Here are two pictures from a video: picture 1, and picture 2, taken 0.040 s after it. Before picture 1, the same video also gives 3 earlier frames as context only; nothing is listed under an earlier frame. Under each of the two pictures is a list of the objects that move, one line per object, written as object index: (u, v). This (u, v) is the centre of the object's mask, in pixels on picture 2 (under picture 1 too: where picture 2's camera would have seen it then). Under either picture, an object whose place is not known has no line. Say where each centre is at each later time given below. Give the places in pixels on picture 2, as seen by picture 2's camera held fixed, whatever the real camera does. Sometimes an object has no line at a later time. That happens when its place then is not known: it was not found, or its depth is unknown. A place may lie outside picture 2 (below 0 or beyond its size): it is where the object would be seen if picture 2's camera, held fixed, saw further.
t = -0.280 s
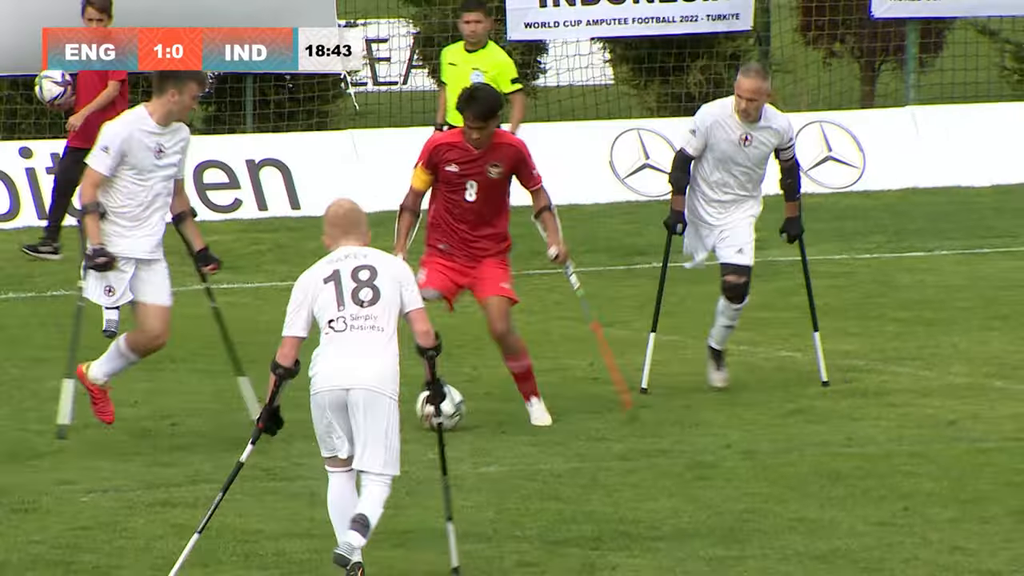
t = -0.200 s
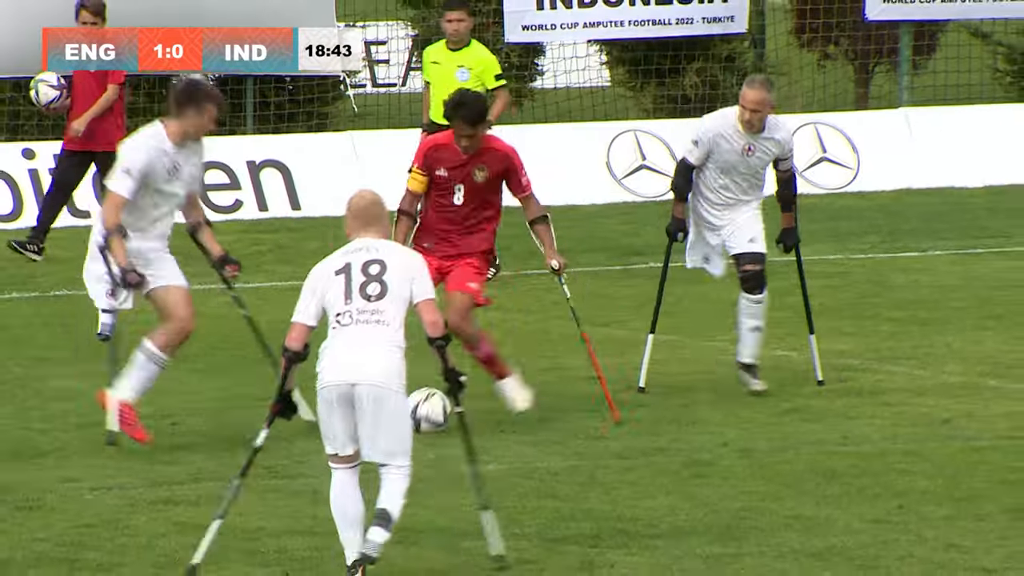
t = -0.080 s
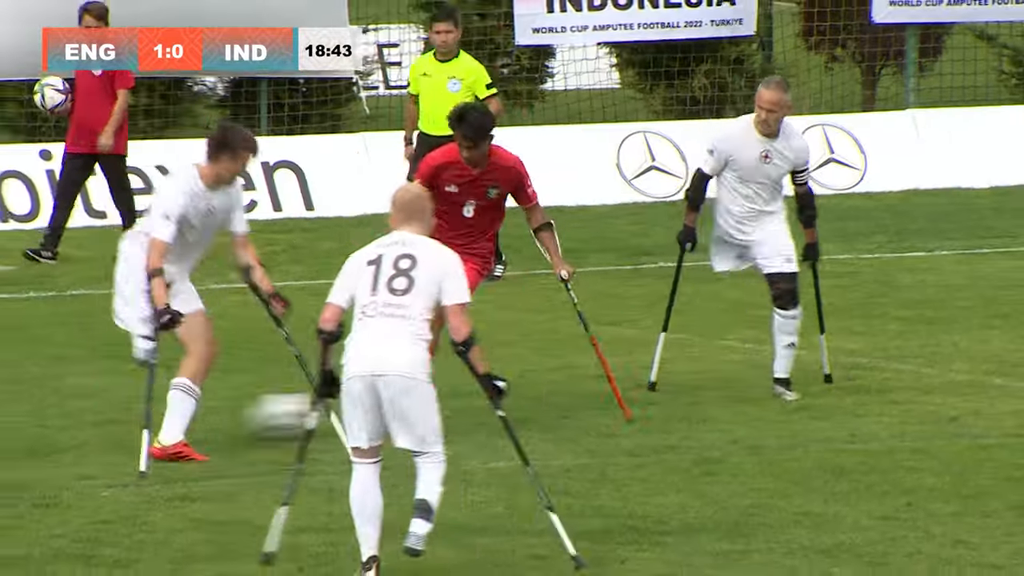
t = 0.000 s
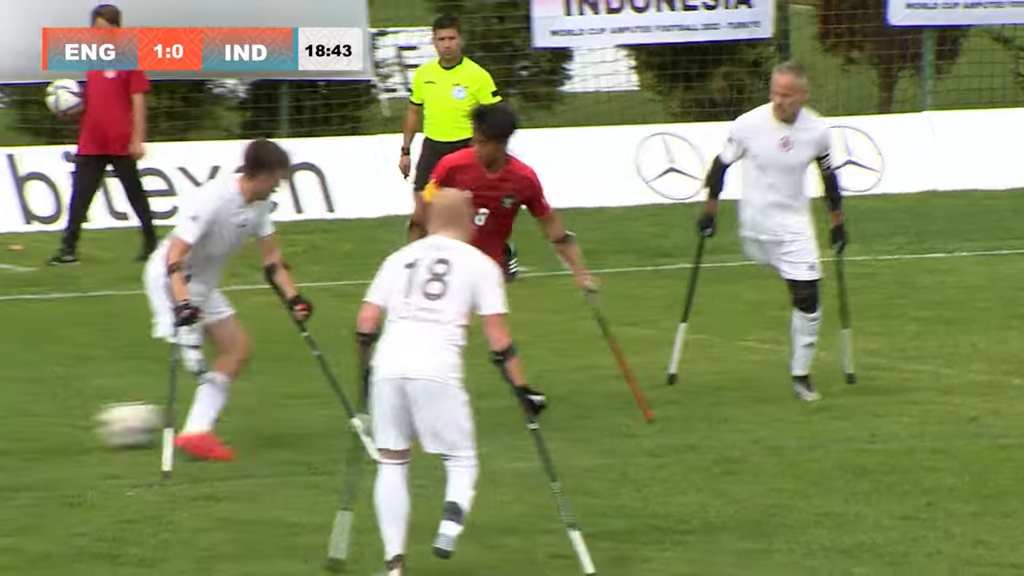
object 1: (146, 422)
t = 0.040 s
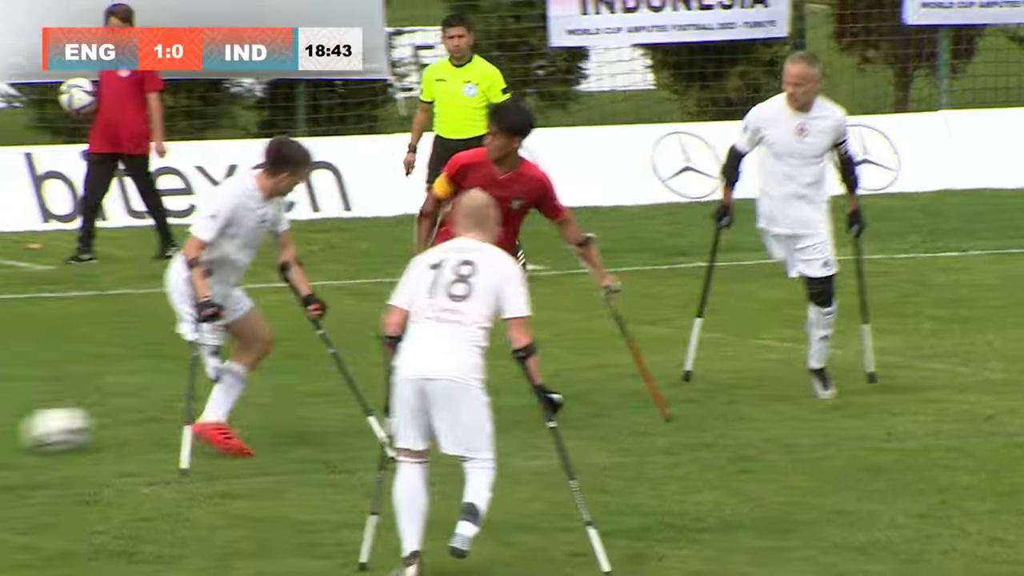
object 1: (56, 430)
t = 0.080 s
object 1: (-6, 430)
